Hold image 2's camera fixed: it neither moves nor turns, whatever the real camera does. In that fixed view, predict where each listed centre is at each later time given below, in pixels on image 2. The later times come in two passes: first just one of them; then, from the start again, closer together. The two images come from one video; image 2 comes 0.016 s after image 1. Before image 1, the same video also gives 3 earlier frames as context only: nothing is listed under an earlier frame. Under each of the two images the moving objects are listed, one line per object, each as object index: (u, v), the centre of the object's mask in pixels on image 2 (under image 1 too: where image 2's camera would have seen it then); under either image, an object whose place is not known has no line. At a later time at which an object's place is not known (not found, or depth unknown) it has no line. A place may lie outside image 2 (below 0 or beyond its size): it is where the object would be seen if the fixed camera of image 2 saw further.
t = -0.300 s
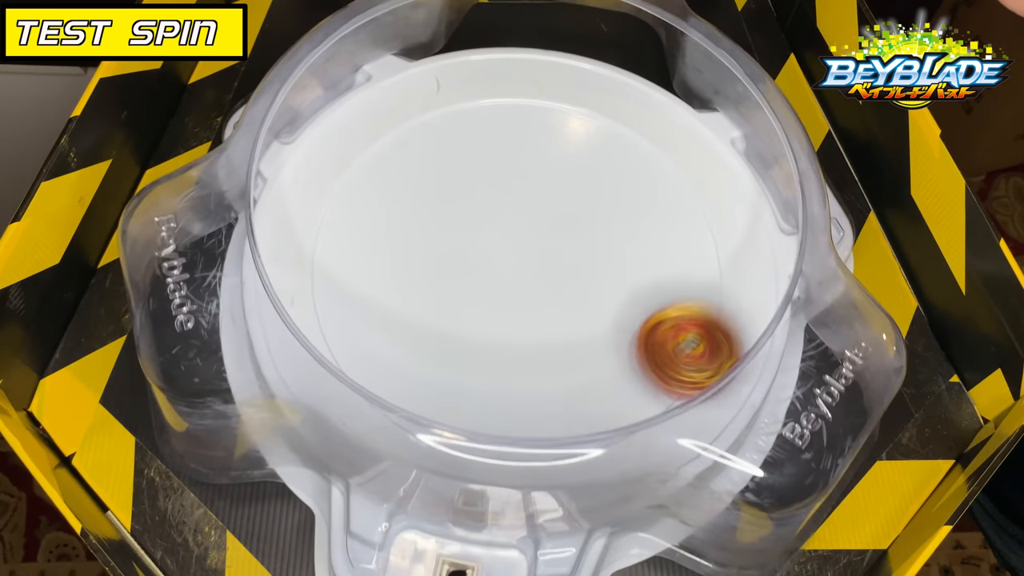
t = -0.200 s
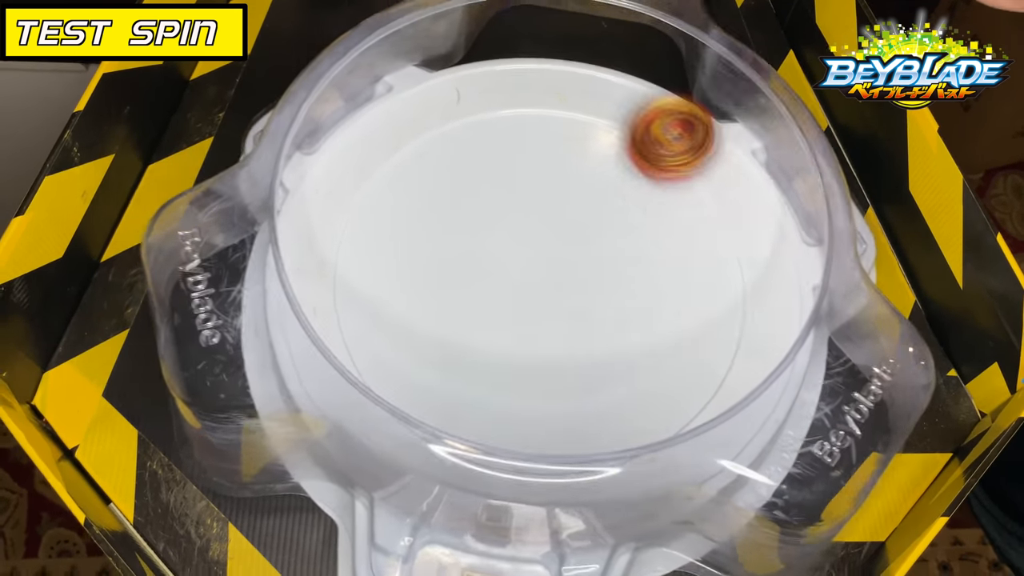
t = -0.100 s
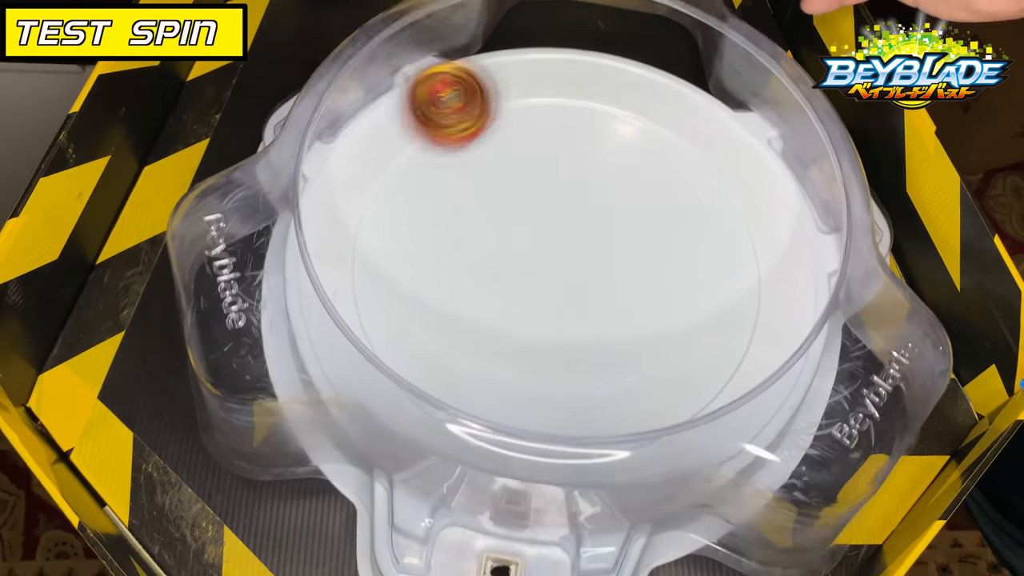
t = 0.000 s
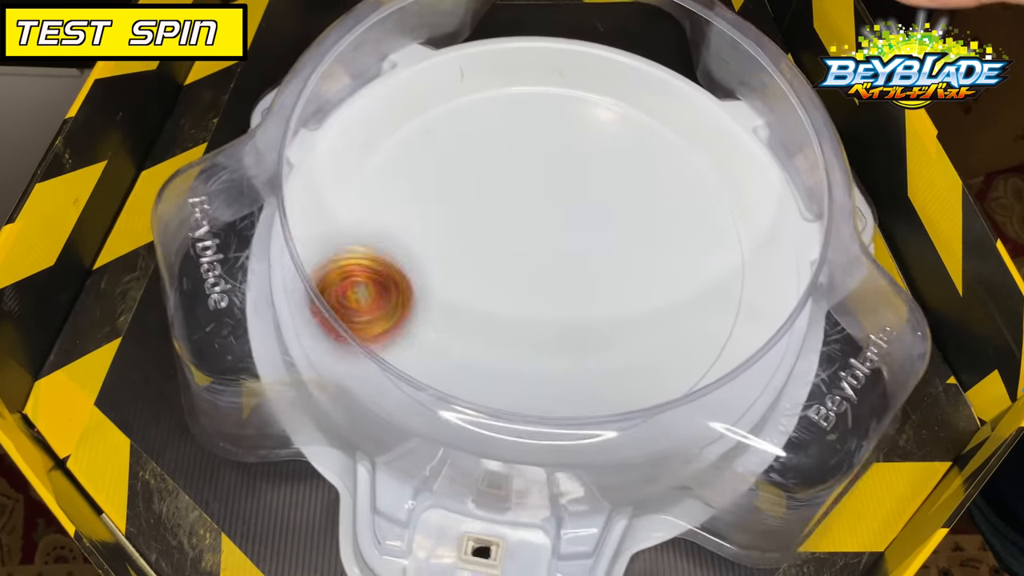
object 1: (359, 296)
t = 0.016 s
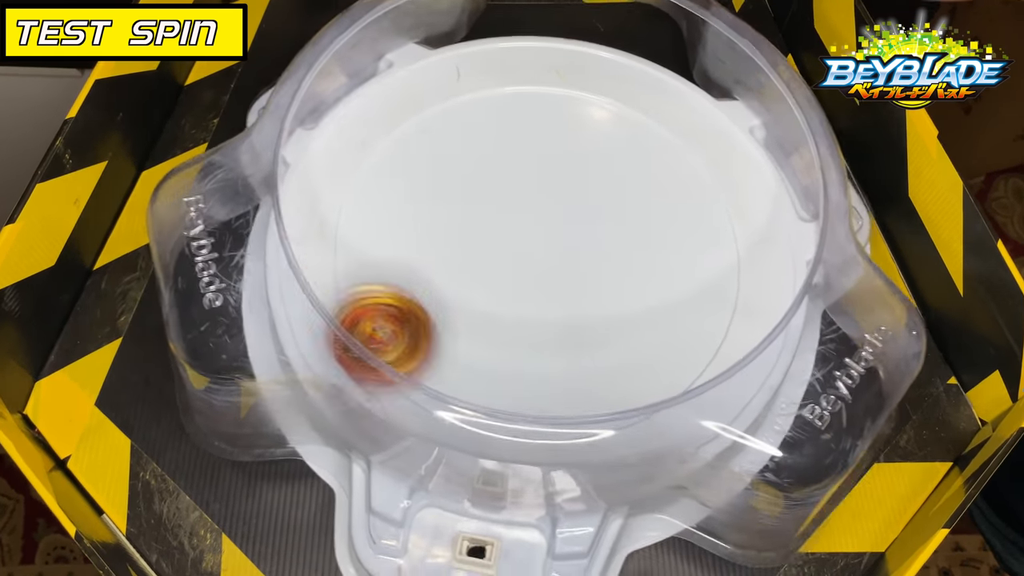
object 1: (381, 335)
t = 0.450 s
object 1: (346, 285)
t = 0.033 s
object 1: (413, 368)
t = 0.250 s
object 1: (671, 138)
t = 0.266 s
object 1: (640, 117)
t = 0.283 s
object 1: (603, 100)
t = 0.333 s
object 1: (491, 92)
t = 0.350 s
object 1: (455, 103)
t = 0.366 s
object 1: (421, 120)
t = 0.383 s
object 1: (392, 143)
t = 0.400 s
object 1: (370, 172)
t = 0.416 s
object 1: (353, 206)
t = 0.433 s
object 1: (344, 245)
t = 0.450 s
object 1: (346, 285)
